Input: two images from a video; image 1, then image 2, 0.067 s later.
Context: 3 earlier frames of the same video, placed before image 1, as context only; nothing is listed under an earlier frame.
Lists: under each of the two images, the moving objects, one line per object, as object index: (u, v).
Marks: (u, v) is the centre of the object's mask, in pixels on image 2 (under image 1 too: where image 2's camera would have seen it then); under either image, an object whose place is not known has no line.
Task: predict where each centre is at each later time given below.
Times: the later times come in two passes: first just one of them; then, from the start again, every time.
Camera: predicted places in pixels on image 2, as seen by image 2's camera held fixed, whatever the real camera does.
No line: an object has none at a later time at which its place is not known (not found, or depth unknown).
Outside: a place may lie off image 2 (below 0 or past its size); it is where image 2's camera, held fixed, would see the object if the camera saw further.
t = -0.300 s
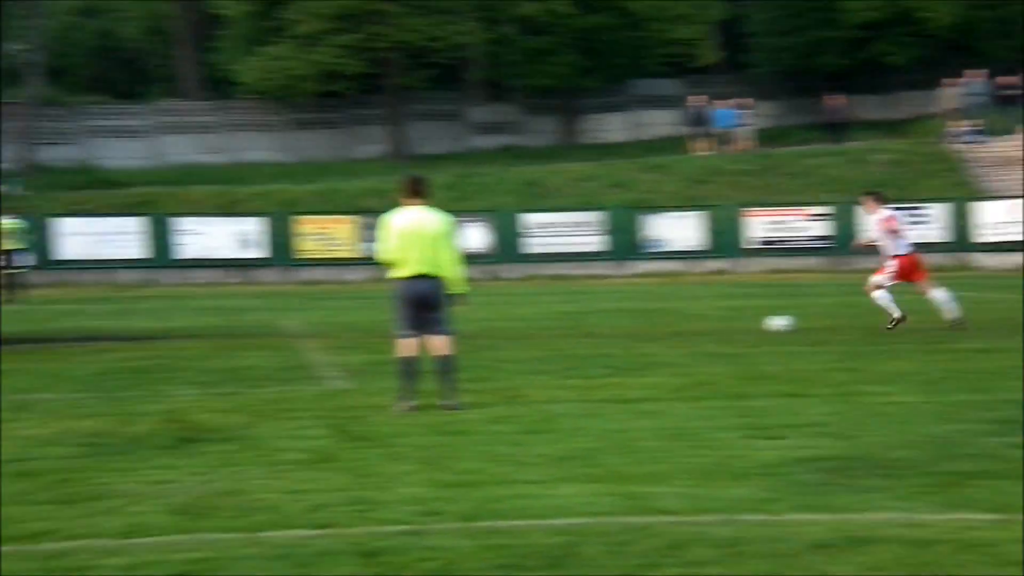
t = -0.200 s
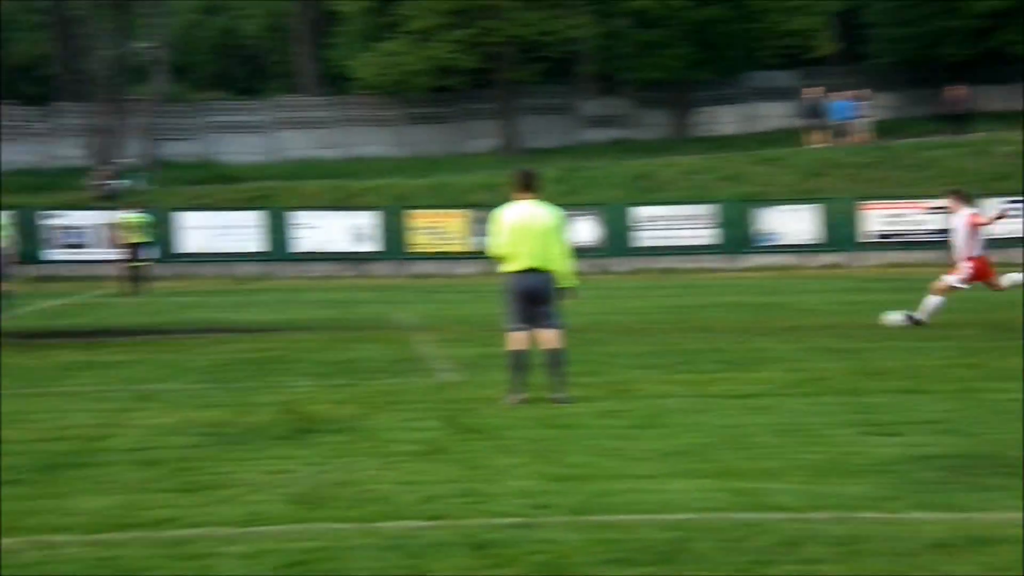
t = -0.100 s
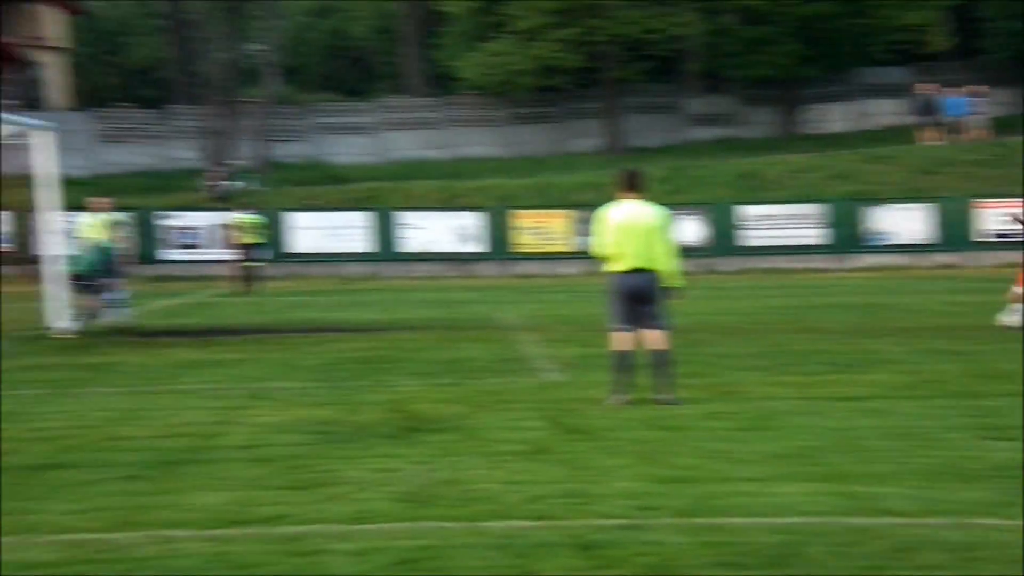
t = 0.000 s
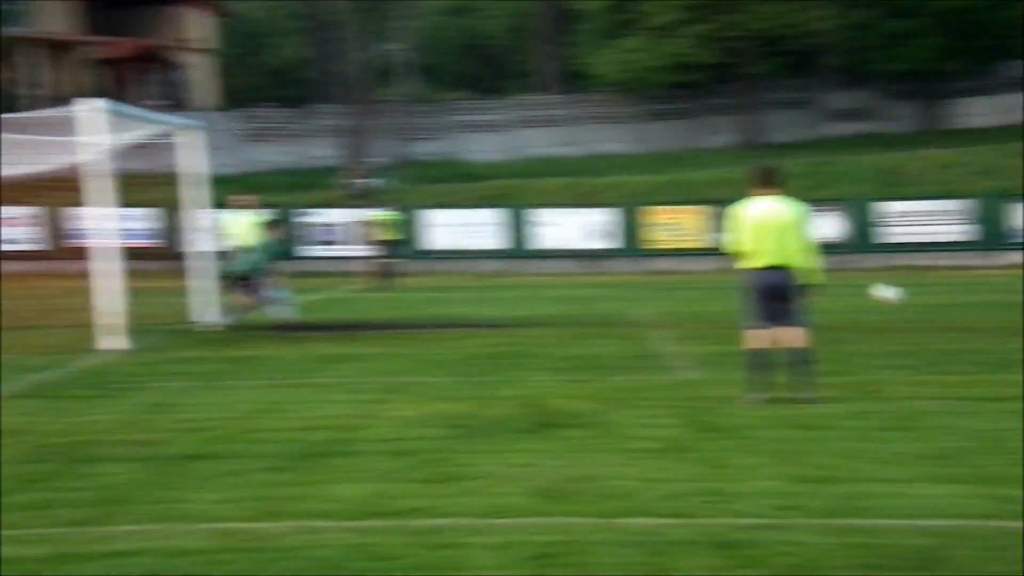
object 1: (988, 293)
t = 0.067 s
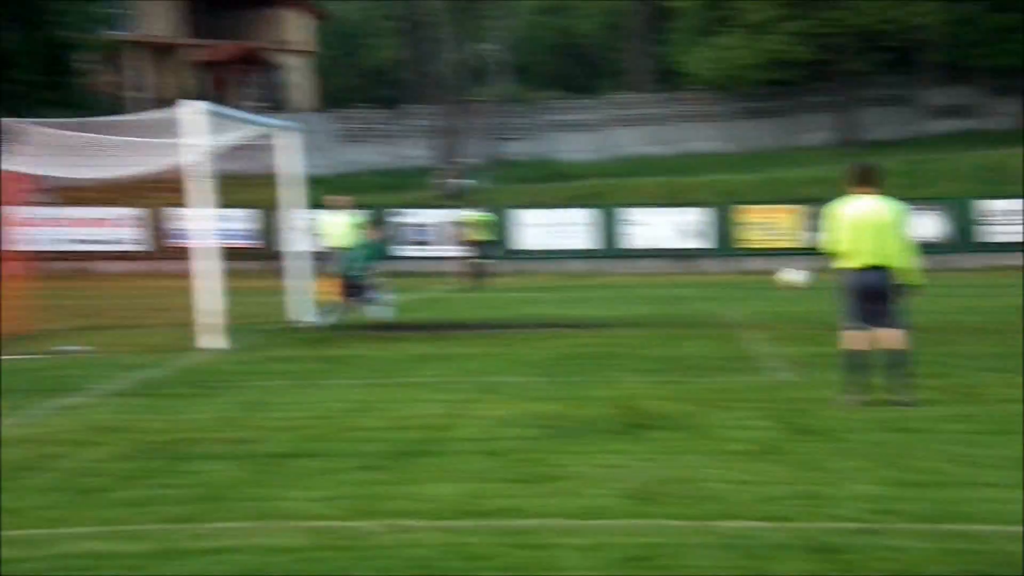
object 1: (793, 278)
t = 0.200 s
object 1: (432, 249)
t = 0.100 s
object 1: (701, 269)
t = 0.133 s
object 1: (612, 262)
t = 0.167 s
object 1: (521, 253)
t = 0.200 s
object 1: (432, 249)
